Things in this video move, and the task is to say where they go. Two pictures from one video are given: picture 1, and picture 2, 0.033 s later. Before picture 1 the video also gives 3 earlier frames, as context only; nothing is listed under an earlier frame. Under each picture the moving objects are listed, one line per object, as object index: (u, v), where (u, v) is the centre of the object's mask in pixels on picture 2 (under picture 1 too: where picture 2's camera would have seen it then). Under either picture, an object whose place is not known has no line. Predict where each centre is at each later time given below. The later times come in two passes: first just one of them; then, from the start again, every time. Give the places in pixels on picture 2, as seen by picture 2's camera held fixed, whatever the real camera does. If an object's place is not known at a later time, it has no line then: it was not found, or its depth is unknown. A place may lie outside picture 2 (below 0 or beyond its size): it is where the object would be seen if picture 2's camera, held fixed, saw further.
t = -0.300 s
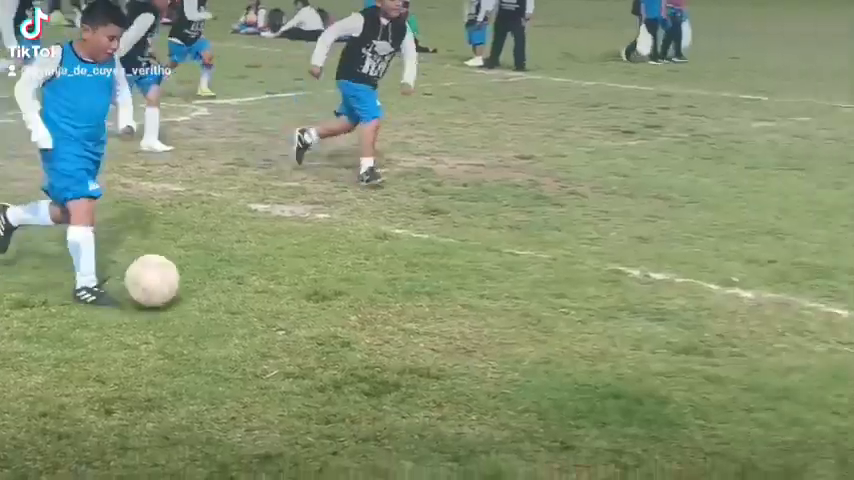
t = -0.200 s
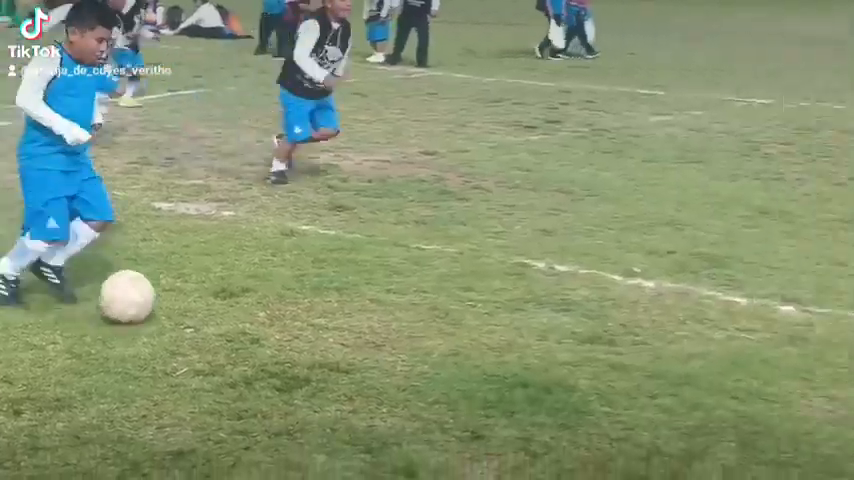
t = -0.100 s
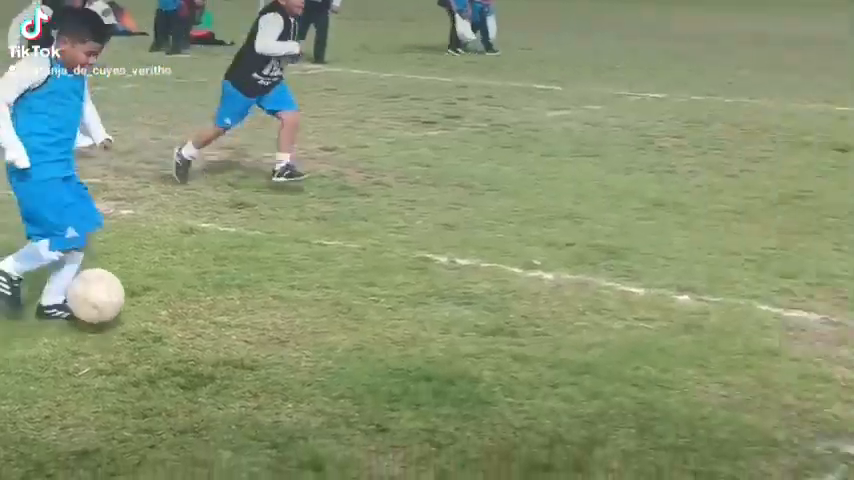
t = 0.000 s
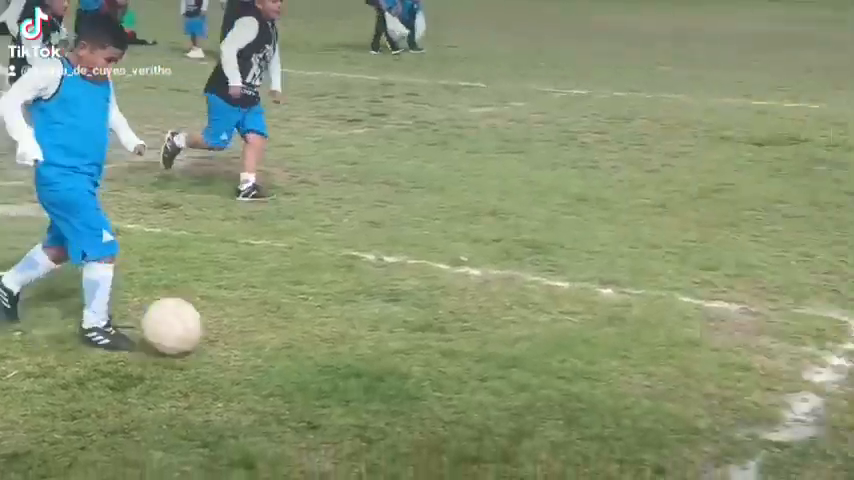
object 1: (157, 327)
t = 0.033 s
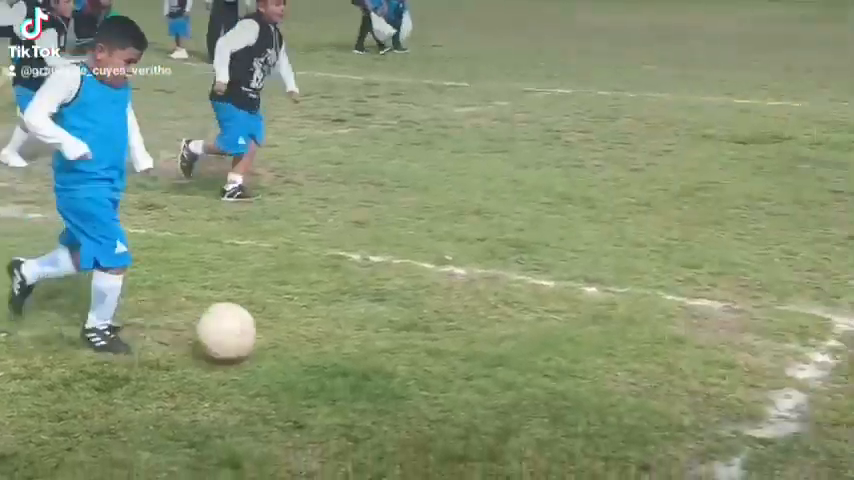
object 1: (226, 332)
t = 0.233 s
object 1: (639, 373)
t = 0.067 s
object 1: (296, 339)
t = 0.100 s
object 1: (365, 346)
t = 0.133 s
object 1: (435, 353)
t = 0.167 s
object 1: (504, 362)
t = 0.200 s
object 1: (573, 371)
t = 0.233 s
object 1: (639, 373)
